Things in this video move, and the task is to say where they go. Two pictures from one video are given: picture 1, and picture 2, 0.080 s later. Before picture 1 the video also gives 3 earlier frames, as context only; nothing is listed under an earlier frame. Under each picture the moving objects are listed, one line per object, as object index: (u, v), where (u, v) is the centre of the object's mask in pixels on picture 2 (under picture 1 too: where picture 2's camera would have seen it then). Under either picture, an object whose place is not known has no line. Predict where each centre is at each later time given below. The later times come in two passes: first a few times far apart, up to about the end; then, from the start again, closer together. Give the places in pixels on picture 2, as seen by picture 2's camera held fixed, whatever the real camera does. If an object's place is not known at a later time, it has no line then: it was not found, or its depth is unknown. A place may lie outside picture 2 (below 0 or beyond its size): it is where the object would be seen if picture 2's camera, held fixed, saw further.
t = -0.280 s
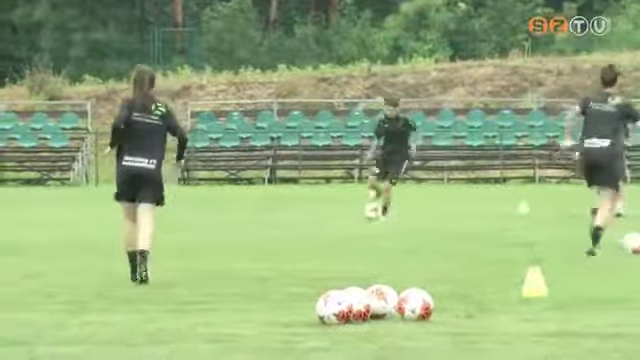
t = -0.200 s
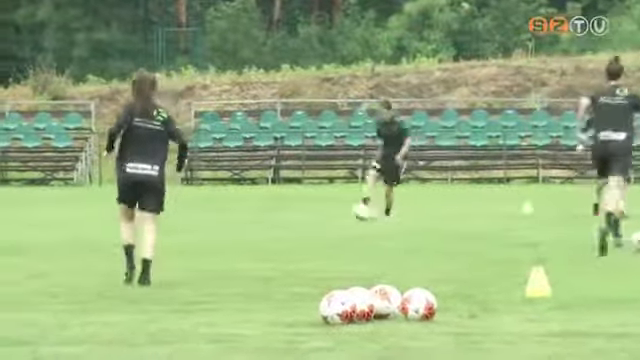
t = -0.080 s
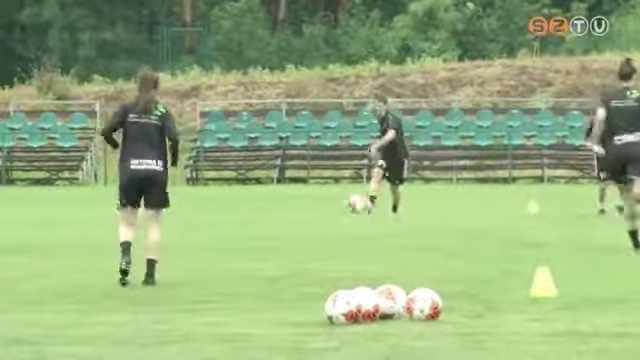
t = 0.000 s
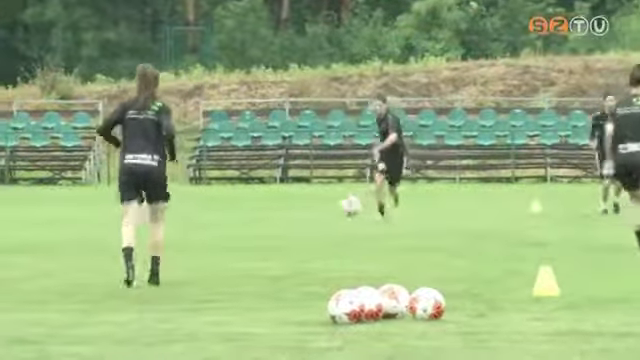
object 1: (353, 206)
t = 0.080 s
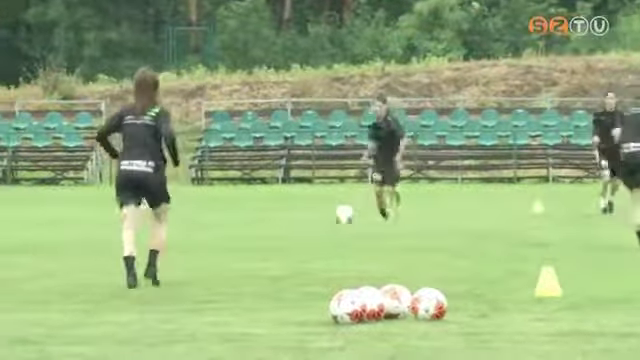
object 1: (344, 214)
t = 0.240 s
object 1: (328, 221)
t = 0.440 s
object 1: (312, 236)
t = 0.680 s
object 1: (296, 235)
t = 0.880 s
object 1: (285, 240)
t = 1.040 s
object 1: (279, 252)
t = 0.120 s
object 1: (340, 222)
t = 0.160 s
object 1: (336, 224)
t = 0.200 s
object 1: (331, 222)
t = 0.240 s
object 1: (328, 221)
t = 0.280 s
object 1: (325, 219)
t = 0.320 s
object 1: (321, 221)
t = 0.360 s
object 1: (320, 223)
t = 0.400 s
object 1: (315, 230)
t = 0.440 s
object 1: (312, 236)
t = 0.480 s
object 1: (310, 236)
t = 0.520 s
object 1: (306, 231)
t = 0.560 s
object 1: (304, 232)
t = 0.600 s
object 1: (302, 230)
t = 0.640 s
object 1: (300, 231)
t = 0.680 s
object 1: (296, 235)
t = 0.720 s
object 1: (294, 240)
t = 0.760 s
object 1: (291, 248)
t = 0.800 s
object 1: (289, 244)
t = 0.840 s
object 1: (287, 241)
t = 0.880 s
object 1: (285, 240)
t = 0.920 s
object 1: (283, 240)
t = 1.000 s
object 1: (279, 246)
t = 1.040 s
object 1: (279, 252)
